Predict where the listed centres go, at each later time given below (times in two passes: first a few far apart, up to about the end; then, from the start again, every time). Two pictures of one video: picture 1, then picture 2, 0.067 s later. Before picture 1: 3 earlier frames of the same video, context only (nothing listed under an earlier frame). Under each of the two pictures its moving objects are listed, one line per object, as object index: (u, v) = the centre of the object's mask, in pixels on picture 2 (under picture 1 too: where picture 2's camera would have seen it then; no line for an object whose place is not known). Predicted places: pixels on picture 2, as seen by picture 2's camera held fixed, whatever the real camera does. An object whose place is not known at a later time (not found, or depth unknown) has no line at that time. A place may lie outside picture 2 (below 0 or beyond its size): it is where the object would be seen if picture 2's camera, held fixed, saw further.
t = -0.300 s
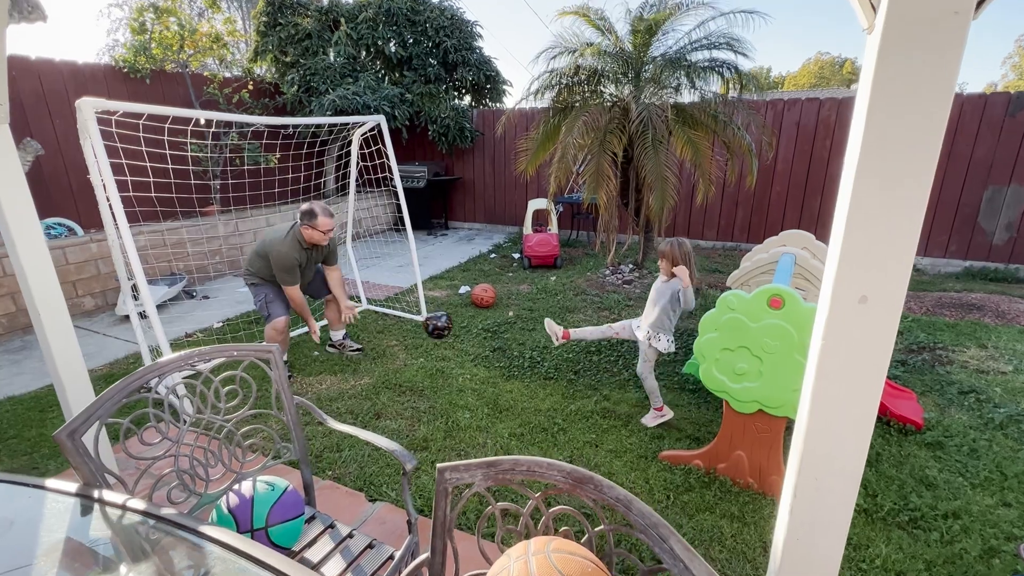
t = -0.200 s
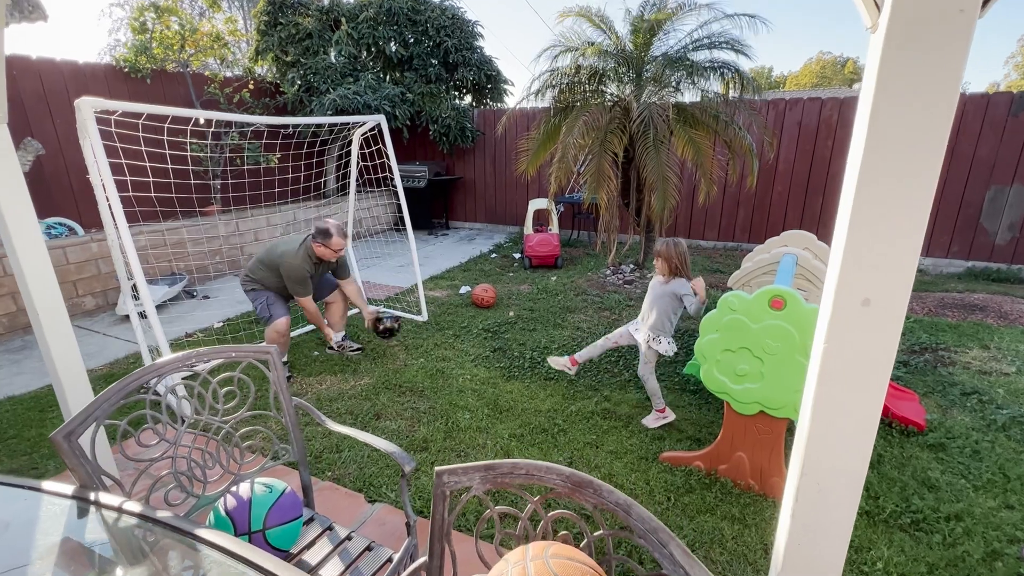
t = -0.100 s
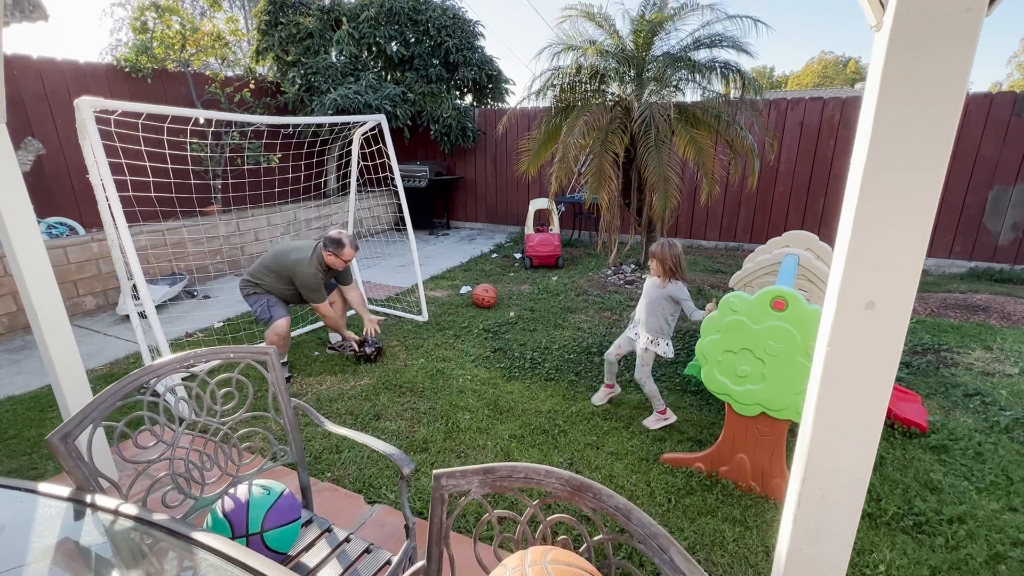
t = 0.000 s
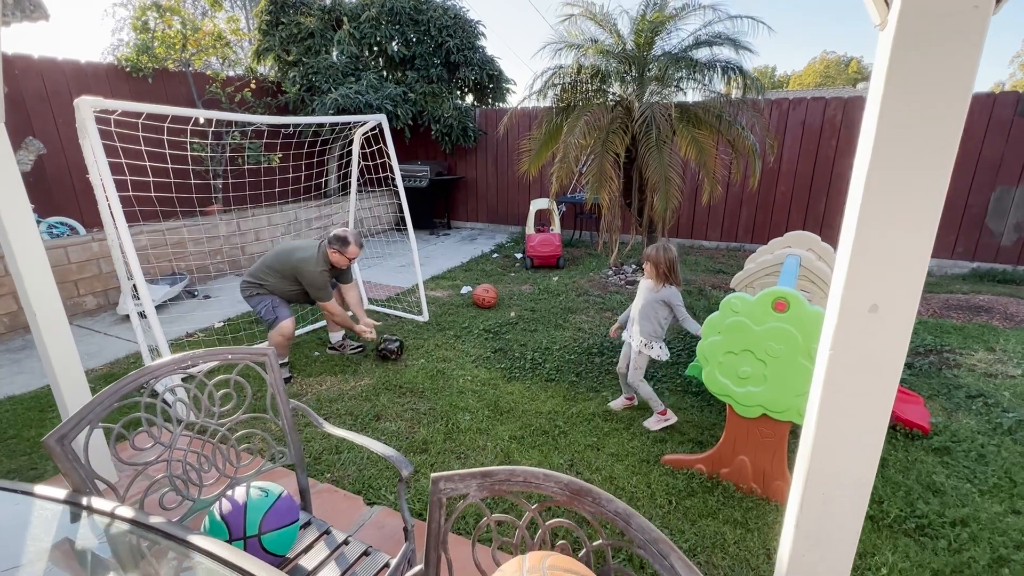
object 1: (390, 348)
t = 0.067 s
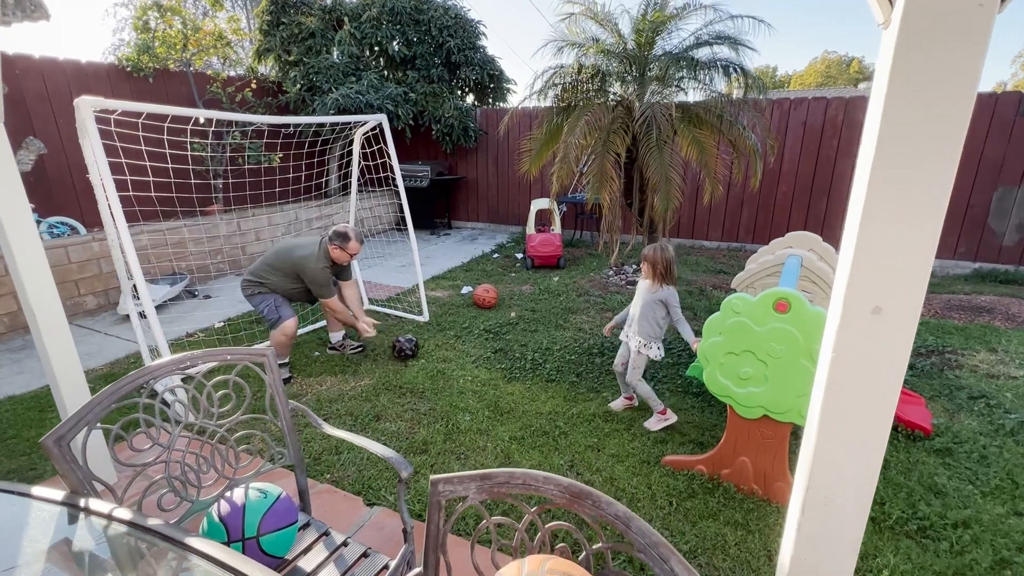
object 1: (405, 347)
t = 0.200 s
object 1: (431, 343)
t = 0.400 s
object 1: (465, 339)
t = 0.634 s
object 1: (500, 337)
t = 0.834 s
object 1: (524, 335)
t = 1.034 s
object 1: (541, 334)
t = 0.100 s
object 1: (413, 346)
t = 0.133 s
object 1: (418, 344)
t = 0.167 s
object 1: (425, 343)
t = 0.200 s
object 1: (431, 343)
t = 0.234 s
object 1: (437, 343)
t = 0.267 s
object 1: (444, 342)
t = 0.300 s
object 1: (449, 342)
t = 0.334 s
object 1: (455, 342)
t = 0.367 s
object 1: (460, 340)
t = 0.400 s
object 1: (465, 339)
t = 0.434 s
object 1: (470, 338)
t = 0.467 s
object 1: (476, 338)
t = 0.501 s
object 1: (481, 340)
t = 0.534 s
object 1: (486, 338)
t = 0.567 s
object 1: (490, 337)
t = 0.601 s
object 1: (495, 336)
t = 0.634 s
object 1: (500, 337)
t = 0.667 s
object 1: (504, 337)
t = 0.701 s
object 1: (509, 337)
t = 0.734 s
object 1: (513, 335)
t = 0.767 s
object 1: (517, 335)
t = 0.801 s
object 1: (520, 335)
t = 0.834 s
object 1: (524, 335)
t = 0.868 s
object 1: (527, 335)
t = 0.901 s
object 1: (530, 334)
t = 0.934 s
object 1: (533, 334)
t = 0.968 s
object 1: (536, 334)
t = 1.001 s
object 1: (539, 334)
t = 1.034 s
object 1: (541, 334)
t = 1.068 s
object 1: (544, 333)
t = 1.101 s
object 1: (546, 333)
